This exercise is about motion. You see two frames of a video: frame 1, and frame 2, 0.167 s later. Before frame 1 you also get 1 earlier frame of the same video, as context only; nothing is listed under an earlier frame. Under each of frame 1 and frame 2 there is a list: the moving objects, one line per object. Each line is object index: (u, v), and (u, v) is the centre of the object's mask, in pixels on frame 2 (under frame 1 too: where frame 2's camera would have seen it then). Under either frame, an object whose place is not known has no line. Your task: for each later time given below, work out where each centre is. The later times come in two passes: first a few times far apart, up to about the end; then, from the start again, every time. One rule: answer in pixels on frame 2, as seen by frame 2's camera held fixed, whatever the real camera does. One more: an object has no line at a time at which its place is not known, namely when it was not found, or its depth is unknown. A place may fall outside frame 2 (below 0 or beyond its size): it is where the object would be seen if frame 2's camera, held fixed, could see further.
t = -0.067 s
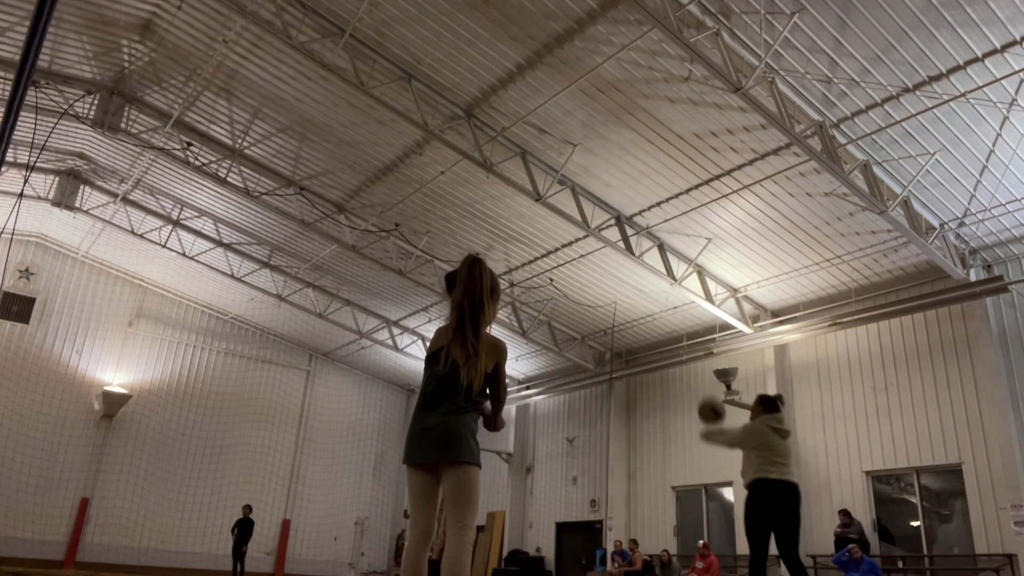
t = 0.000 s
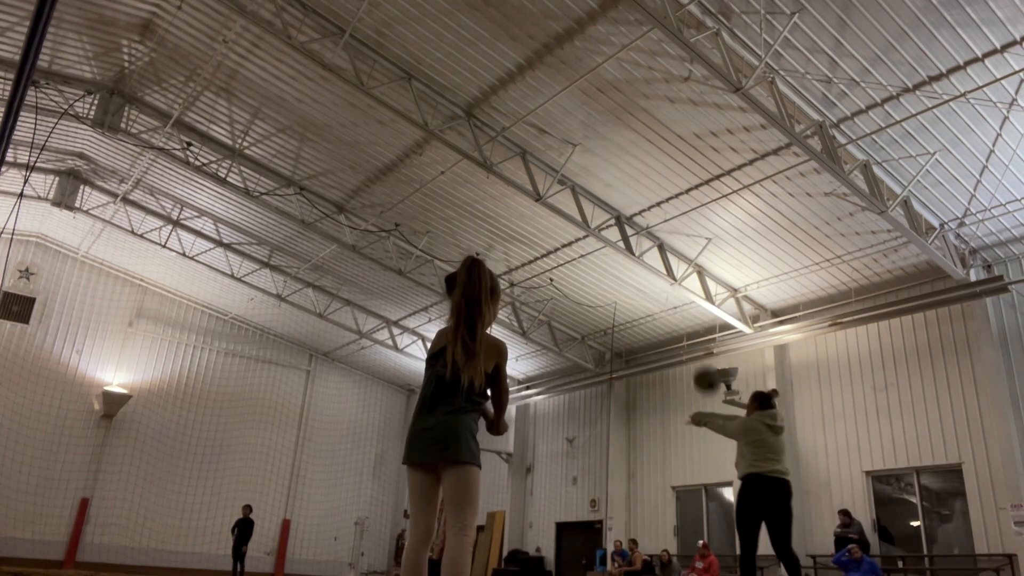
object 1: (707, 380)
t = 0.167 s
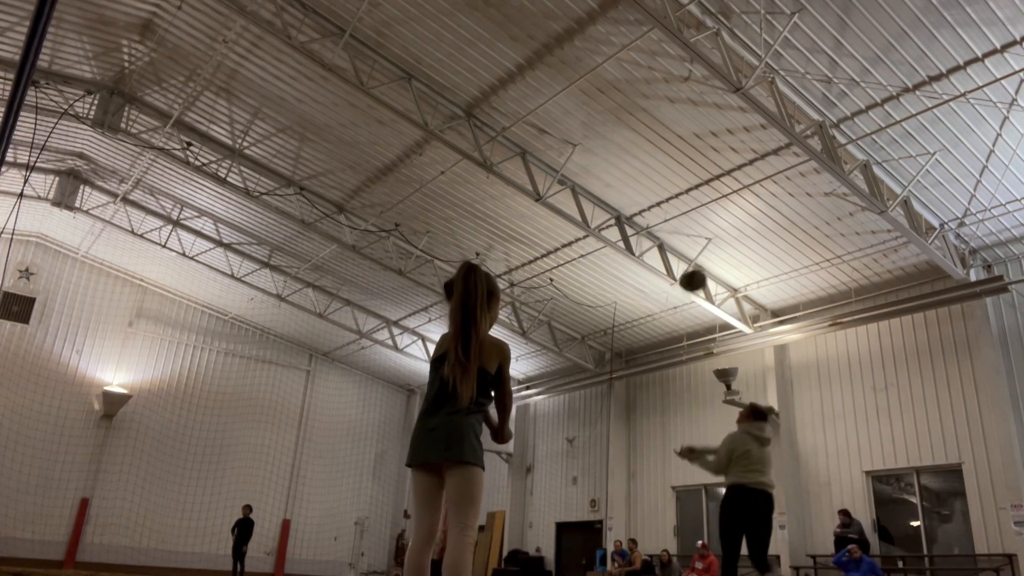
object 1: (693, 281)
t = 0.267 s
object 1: (685, 236)
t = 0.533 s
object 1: (664, 165)
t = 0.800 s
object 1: (641, 171)
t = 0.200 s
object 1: (690, 265)
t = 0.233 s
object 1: (688, 250)
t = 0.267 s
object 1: (685, 236)
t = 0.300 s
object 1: (682, 223)
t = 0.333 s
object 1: (680, 211)
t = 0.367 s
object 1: (677, 201)
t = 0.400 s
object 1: (675, 191)
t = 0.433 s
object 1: (672, 183)
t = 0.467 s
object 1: (669, 176)
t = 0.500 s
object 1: (667, 170)
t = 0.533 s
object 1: (664, 165)
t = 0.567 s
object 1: (662, 161)
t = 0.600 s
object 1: (659, 158)
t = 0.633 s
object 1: (656, 156)
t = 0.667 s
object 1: (653, 156)
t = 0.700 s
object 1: (650, 158)
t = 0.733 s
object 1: (648, 160)
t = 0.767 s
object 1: (644, 165)
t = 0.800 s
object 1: (641, 171)
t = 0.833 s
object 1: (638, 179)
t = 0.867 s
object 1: (635, 188)
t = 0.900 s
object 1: (631, 200)
